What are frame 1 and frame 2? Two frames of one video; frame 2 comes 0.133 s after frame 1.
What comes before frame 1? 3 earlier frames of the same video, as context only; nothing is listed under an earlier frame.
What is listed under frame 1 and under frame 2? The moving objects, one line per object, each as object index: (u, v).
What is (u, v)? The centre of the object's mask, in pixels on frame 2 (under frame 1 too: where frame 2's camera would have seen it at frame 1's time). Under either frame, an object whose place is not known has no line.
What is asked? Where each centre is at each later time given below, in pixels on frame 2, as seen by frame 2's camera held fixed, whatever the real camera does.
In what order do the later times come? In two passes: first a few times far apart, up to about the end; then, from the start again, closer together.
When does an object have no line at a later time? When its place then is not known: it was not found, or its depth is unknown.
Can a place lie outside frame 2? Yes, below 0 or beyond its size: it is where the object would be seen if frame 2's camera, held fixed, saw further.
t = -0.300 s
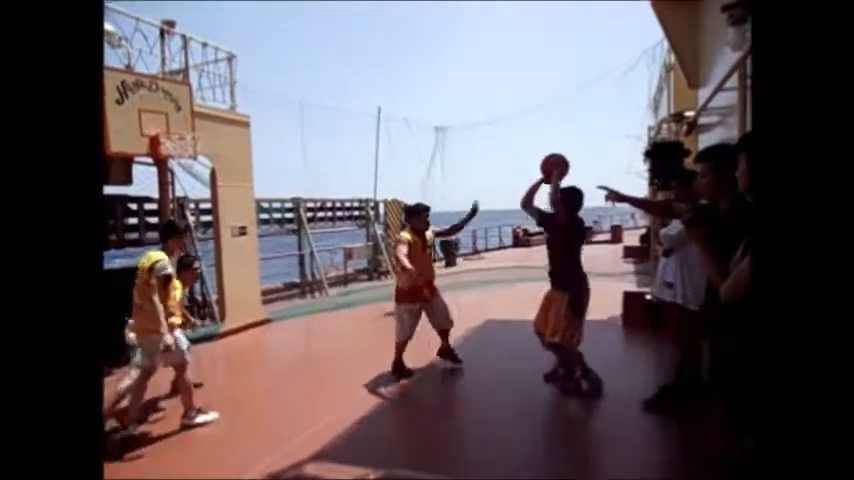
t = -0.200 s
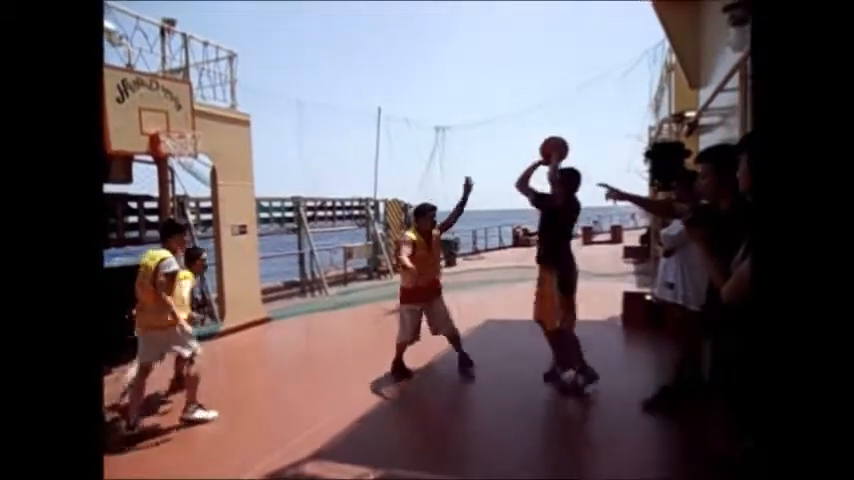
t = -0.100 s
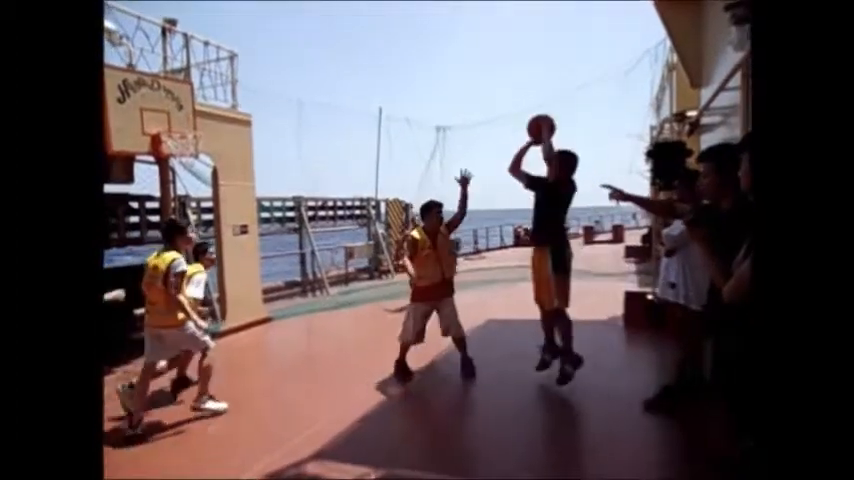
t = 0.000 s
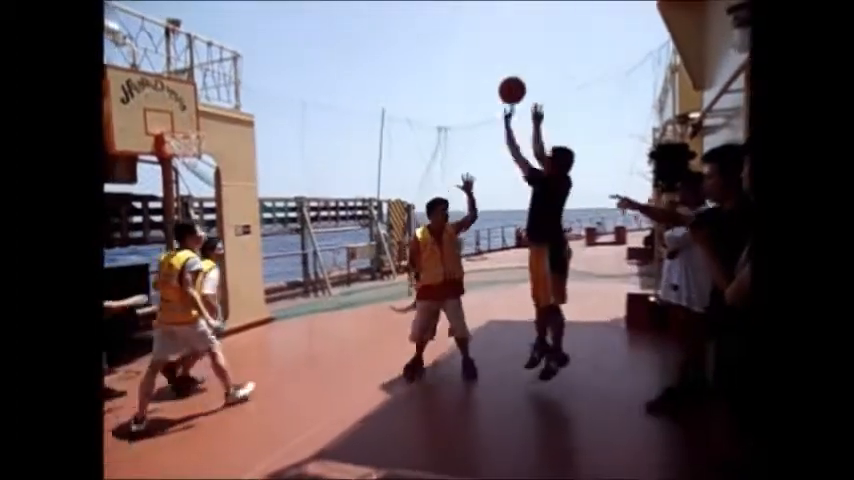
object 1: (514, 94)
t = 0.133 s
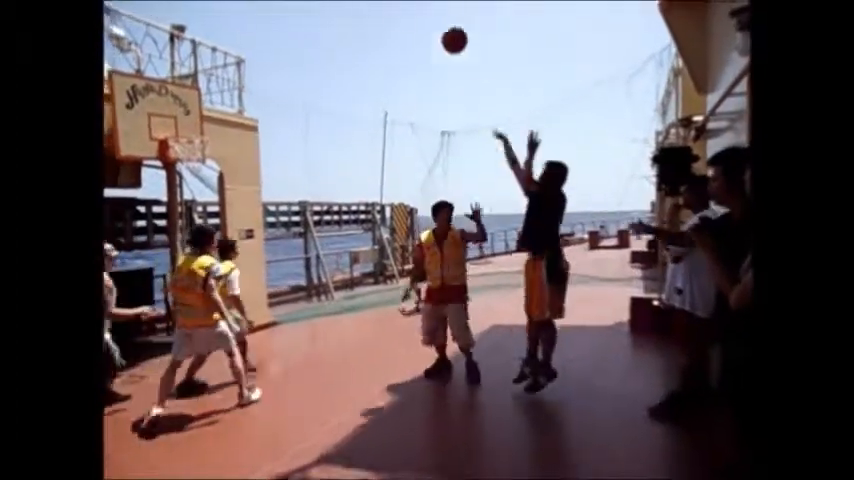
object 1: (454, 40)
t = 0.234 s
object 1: (413, 16)
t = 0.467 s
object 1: (330, 3)
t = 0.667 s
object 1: (271, 31)
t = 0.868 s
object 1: (221, 90)
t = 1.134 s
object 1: (176, 148)
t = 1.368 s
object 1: (203, 159)
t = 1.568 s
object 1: (195, 165)
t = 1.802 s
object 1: (187, 166)
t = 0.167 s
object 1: (440, 31)
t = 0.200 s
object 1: (426, 23)
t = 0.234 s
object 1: (413, 16)
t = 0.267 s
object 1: (400, 10)
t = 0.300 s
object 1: (388, 6)
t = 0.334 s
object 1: (376, 4)
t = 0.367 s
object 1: (364, 2)
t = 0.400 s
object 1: (352, 2)
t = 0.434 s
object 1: (341, 2)
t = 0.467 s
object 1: (330, 3)
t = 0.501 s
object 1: (319, 4)
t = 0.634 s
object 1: (280, 24)
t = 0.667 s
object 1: (271, 31)
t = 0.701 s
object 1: (262, 39)
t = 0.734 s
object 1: (254, 47)
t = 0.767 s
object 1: (245, 57)
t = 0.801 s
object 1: (237, 67)
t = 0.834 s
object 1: (229, 78)
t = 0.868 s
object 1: (221, 90)
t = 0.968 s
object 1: (200, 127)
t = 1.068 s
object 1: (177, 146)
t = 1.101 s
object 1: (175, 147)
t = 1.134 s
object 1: (176, 148)
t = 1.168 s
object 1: (179, 149)
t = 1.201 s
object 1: (183, 149)
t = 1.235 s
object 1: (189, 151)
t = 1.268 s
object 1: (193, 153)
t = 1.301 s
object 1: (197, 154)
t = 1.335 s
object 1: (200, 156)
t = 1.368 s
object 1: (203, 159)
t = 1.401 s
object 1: (205, 160)
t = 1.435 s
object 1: (204, 162)
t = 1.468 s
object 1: (202, 162)
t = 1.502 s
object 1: (200, 164)
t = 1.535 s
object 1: (197, 165)
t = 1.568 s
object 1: (195, 165)
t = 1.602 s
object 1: (191, 166)
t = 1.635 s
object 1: (187, 165)
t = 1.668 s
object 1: (186, 165)
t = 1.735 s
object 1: (185, 165)
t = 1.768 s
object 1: (186, 165)
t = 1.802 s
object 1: (187, 166)
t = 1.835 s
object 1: (189, 166)
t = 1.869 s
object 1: (192, 167)
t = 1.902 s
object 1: (195, 169)
